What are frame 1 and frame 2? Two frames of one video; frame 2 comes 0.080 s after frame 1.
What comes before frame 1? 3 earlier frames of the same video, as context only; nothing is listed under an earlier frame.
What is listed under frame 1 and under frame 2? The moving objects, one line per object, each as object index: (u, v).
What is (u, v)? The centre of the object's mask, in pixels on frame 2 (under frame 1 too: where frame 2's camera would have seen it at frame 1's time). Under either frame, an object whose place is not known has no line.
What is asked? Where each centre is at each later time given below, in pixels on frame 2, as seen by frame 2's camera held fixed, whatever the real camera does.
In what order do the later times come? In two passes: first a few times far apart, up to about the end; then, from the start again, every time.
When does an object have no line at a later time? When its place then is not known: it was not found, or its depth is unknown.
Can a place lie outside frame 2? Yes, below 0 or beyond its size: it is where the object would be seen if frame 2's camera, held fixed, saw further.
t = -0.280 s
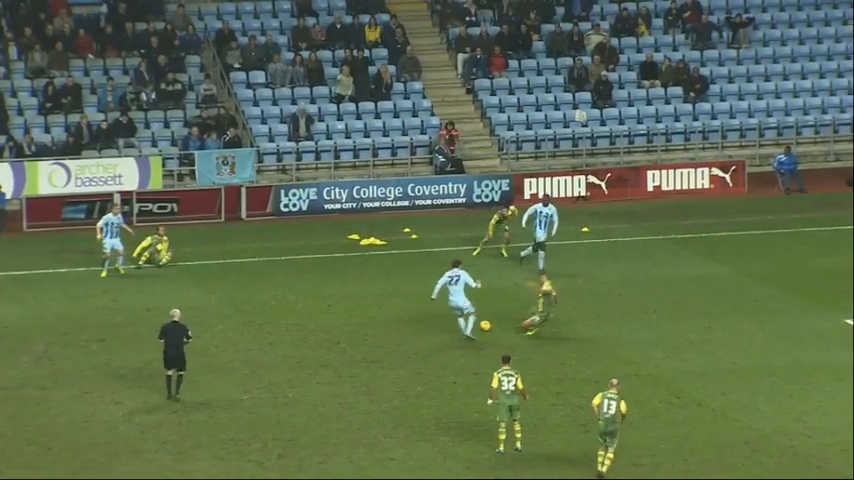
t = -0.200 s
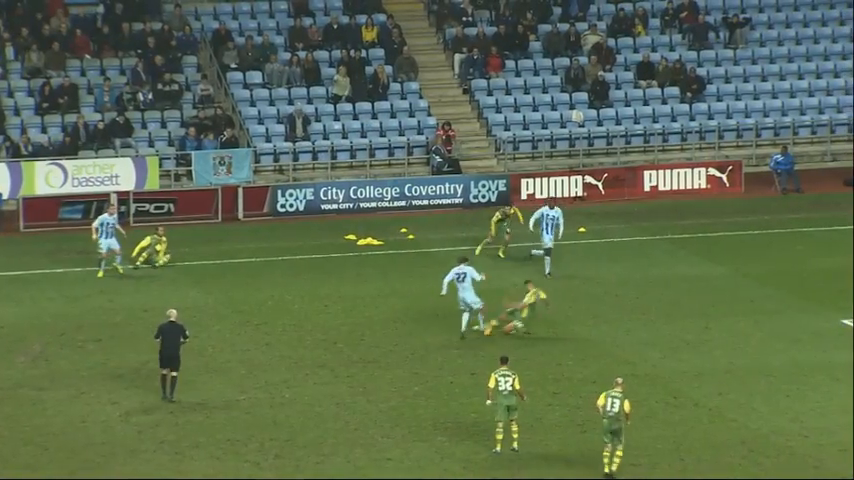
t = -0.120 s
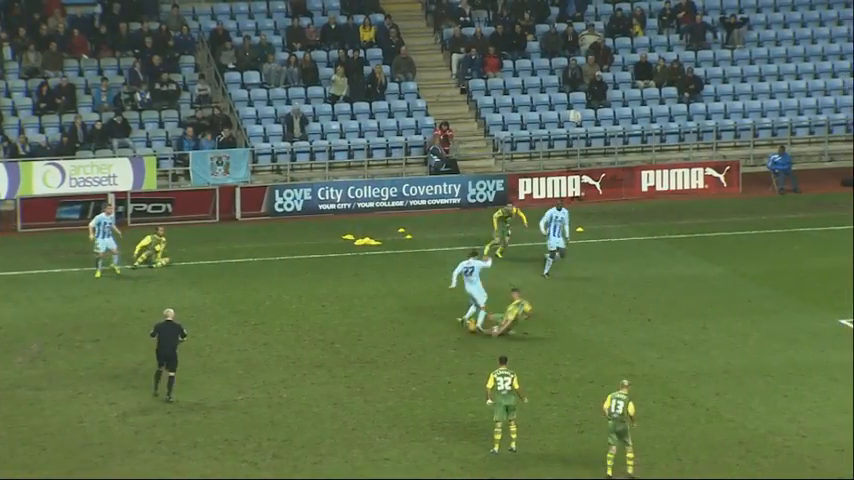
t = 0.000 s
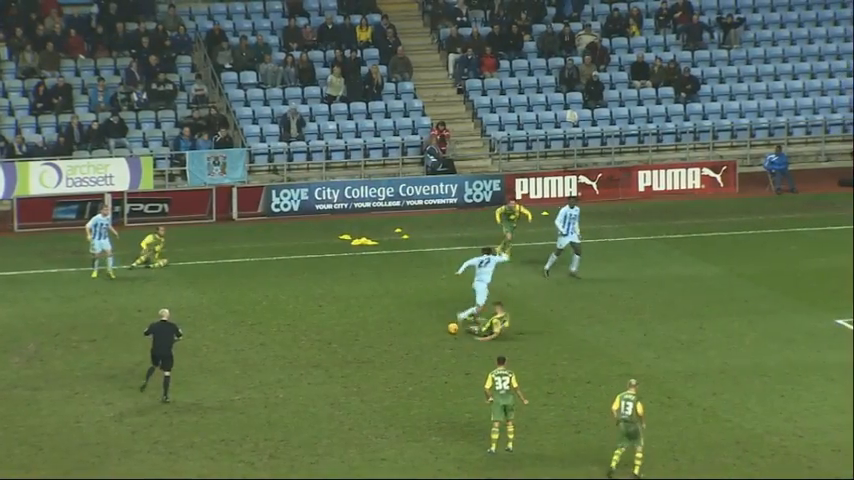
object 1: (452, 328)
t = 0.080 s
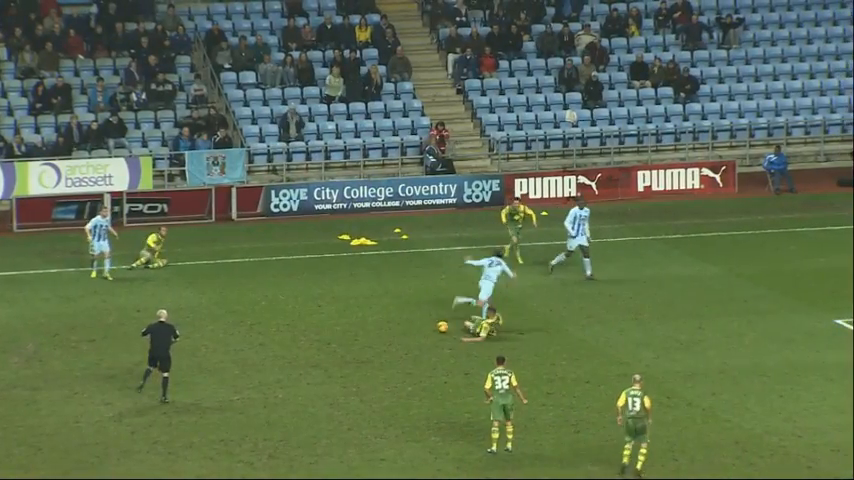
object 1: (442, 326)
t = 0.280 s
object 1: (419, 326)
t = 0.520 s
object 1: (391, 326)
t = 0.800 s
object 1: (362, 326)
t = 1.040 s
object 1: (339, 325)
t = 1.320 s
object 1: (313, 325)
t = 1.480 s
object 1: (299, 324)
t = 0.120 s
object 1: (437, 327)
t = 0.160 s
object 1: (433, 328)
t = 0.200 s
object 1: (428, 327)
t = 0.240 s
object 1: (423, 326)
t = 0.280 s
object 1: (419, 326)
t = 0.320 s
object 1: (414, 327)
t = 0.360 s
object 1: (409, 327)
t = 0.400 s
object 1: (405, 326)
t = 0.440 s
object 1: (401, 327)
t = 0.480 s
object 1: (396, 326)
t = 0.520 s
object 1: (391, 326)
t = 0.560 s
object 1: (387, 326)
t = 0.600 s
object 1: (383, 327)
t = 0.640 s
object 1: (379, 326)
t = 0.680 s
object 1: (375, 326)
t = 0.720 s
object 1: (370, 326)
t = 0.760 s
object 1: (366, 326)
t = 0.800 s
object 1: (362, 326)
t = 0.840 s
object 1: (358, 326)
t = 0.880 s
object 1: (354, 326)
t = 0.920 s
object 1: (350, 326)
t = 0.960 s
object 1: (346, 326)
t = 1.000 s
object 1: (342, 325)
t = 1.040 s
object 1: (339, 325)
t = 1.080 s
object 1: (335, 325)
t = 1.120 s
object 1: (331, 325)
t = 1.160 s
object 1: (327, 325)
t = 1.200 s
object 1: (323, 325)
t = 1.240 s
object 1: (320, 325)
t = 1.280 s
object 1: (317, 325)
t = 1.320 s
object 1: (313, 325)
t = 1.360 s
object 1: (309, 325)
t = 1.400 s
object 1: (306, 325)
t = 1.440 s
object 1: (303, 325)
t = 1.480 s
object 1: (299, 324)
